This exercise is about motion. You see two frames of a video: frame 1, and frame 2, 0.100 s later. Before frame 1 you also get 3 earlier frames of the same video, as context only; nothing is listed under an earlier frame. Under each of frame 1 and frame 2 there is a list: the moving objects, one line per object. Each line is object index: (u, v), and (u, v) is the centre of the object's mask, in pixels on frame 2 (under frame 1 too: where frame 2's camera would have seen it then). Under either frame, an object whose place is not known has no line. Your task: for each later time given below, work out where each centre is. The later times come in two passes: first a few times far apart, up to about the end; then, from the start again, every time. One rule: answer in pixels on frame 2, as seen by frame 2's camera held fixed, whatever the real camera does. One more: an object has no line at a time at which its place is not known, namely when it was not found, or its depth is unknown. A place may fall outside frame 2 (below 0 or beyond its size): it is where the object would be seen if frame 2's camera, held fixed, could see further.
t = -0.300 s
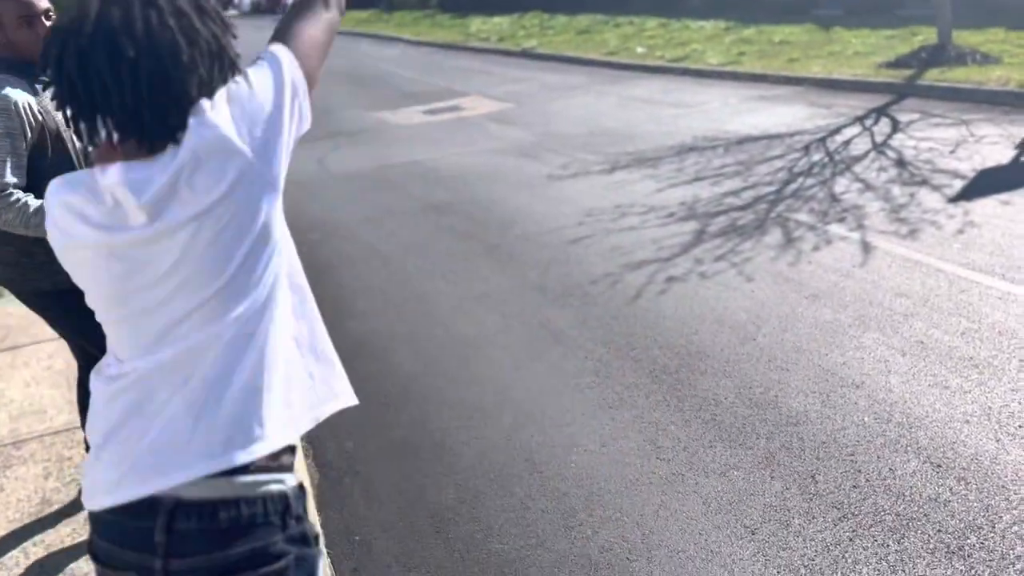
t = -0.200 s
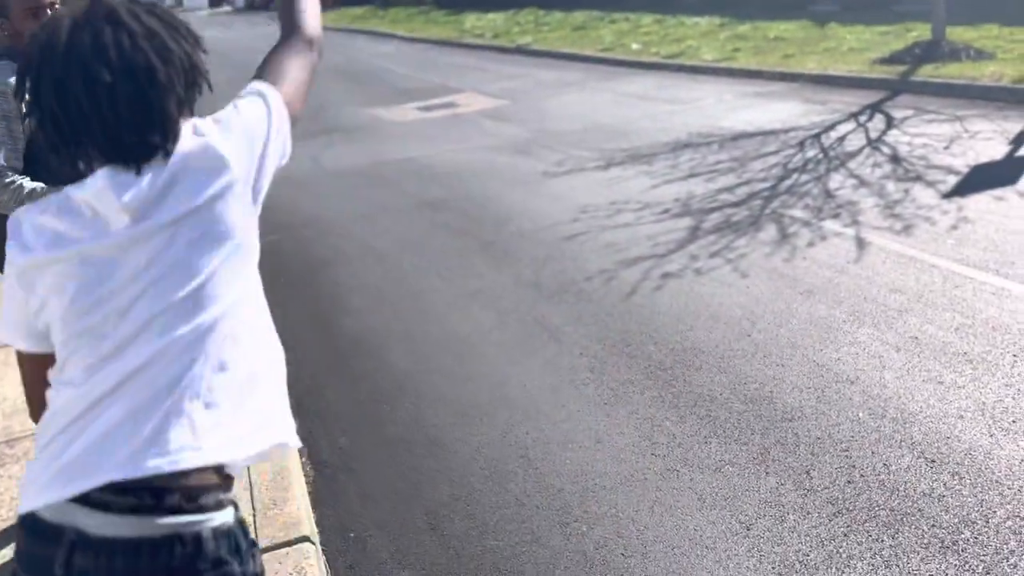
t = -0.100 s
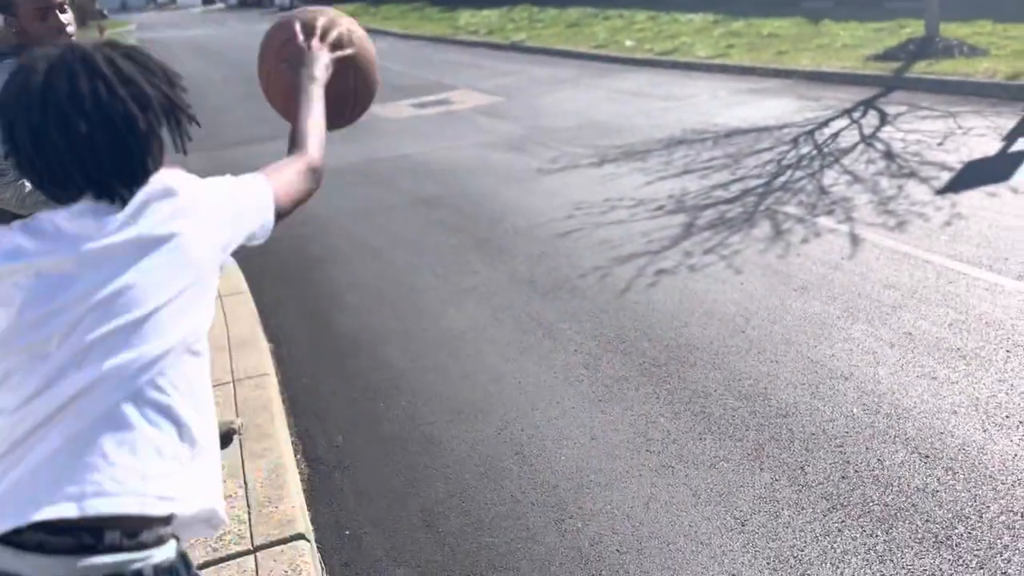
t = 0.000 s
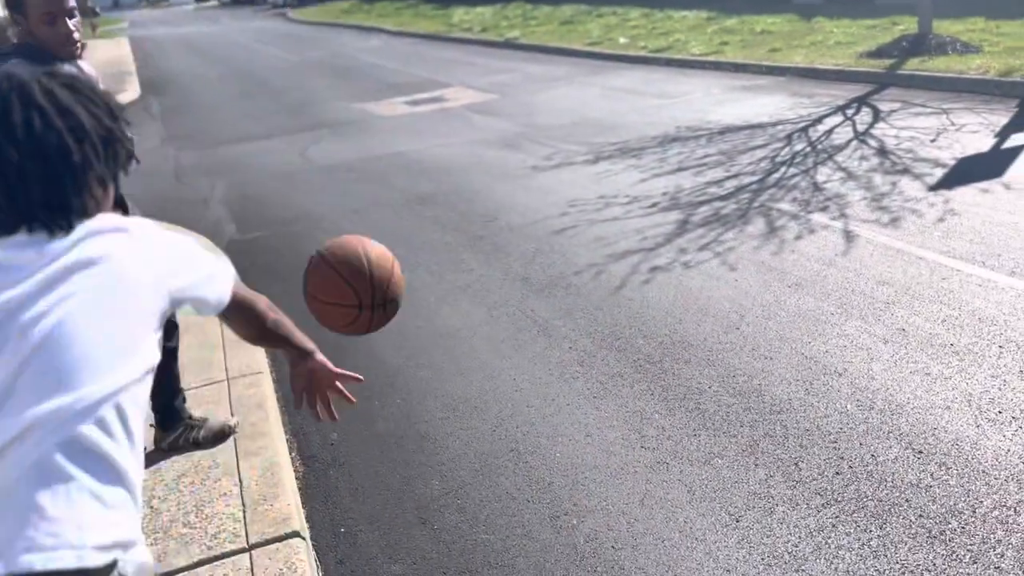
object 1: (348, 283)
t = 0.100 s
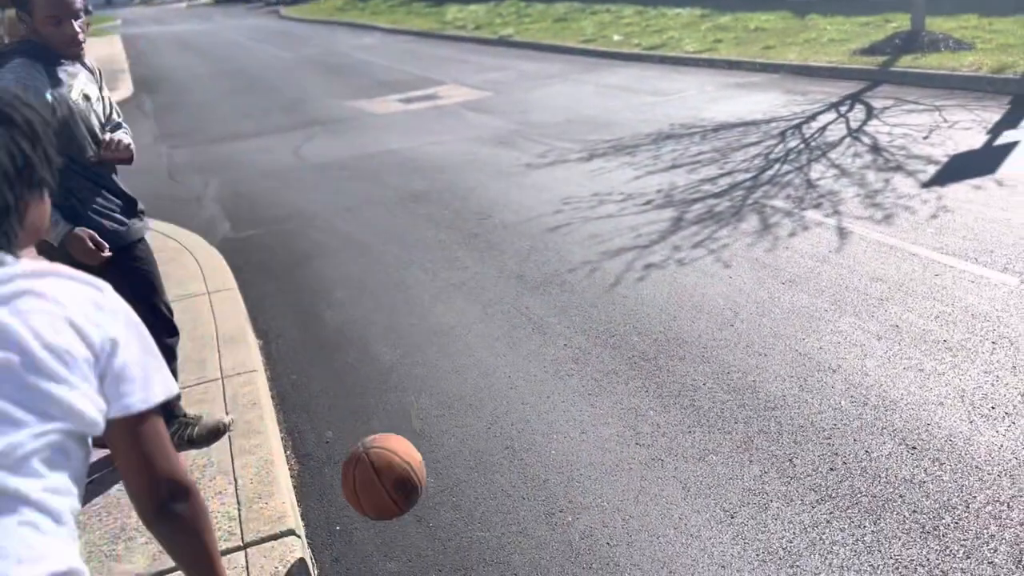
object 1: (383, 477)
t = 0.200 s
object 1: (378, 411)
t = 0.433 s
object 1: (344, 108)
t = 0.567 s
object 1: (338, 29)
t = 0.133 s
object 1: (391, 517)
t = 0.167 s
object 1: (384, 463)
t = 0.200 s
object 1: (378, 411)
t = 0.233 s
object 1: (373, 360)
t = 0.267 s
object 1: (367, 311)
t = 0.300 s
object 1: (361, 265)
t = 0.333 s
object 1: (356, 221)
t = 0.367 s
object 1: (352, 180)
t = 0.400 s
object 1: (348, 142)
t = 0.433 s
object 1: (344, 108)
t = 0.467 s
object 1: (341, 76)
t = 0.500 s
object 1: (339, 51)
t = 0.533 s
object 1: (338, 38)
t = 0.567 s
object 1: (338, 29)
